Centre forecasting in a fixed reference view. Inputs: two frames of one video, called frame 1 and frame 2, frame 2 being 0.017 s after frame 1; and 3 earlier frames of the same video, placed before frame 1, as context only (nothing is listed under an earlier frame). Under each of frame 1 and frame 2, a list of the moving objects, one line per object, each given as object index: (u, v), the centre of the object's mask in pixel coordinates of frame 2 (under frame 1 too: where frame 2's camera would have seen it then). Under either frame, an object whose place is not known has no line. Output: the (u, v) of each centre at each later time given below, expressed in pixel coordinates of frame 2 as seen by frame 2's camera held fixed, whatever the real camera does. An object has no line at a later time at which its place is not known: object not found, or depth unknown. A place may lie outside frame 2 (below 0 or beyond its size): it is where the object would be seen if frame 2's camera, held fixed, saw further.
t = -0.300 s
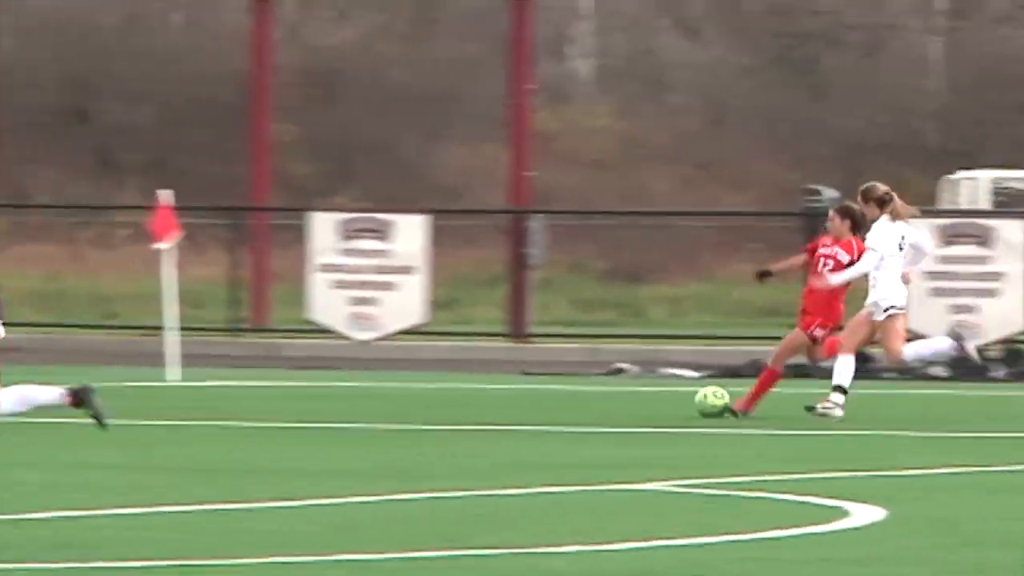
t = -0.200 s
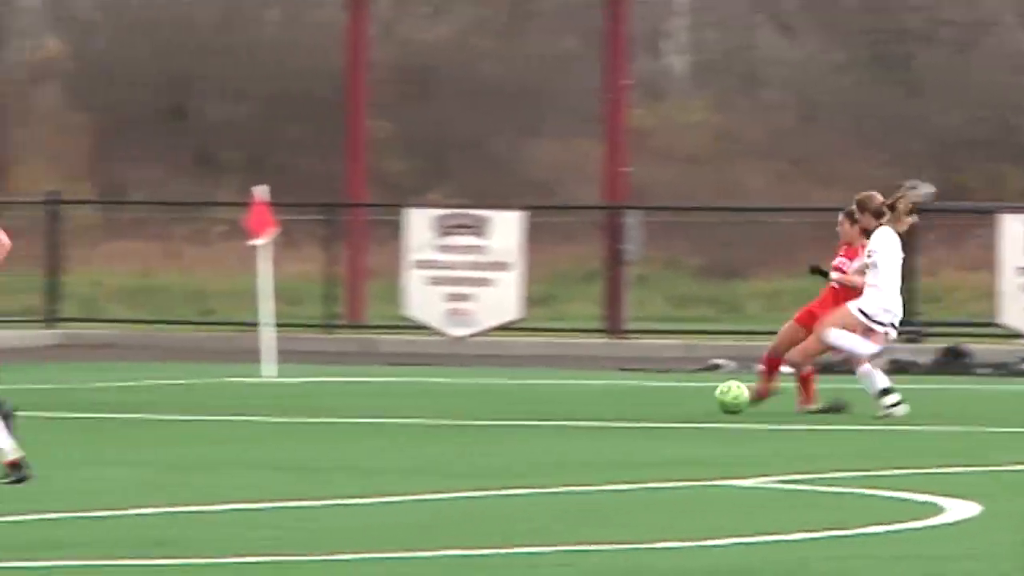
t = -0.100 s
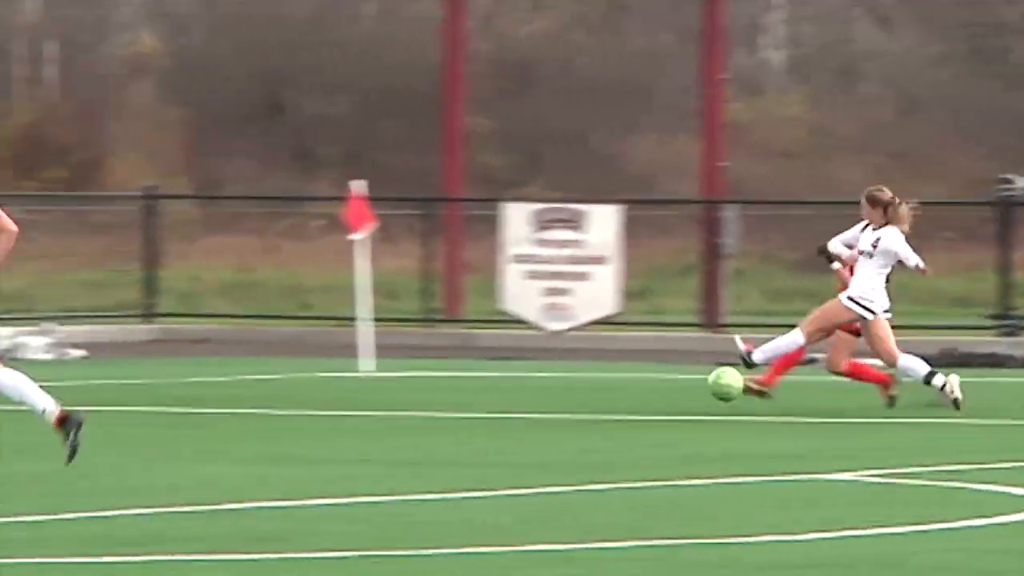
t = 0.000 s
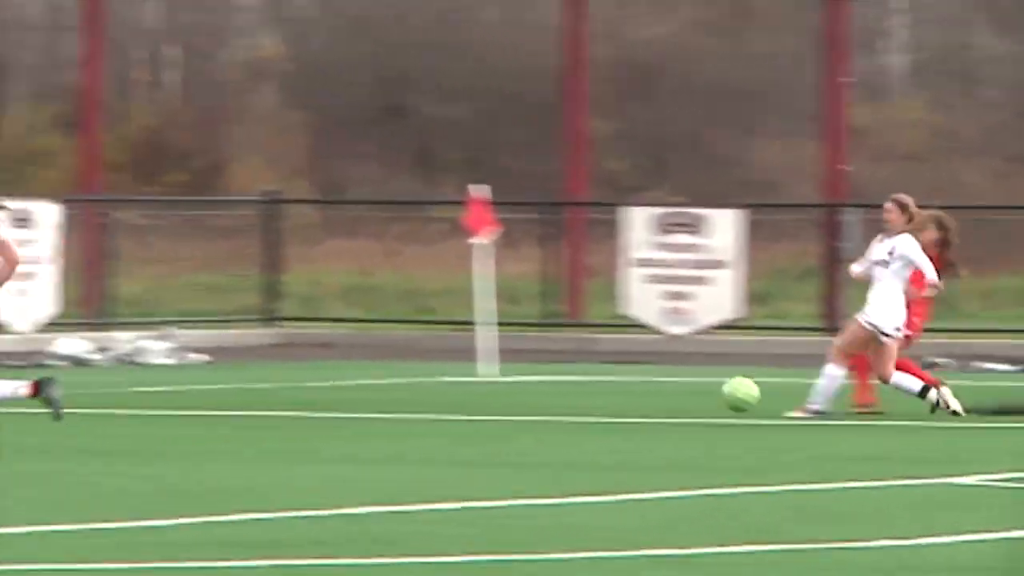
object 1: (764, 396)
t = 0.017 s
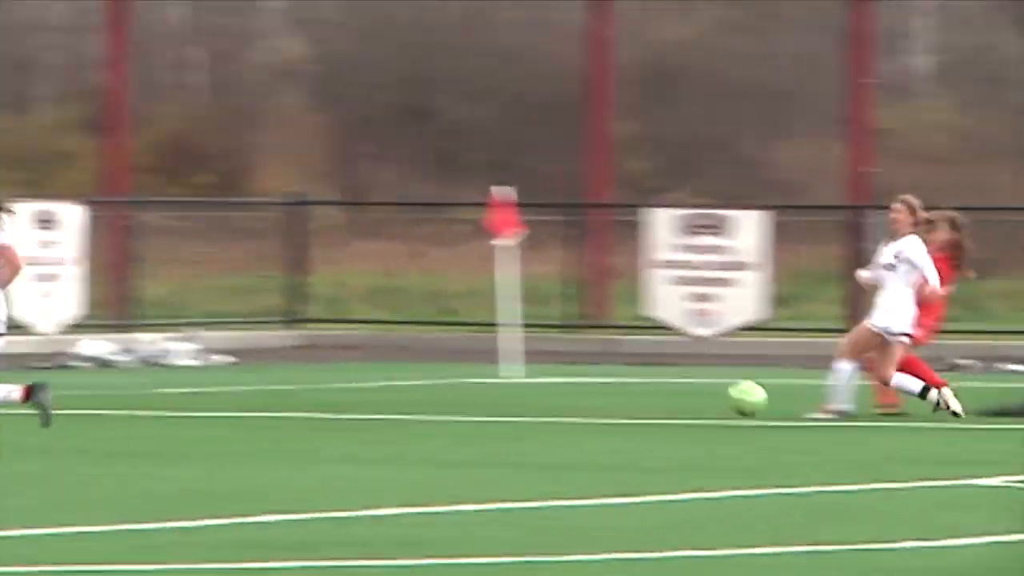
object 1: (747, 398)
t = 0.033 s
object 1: (732, 401)
